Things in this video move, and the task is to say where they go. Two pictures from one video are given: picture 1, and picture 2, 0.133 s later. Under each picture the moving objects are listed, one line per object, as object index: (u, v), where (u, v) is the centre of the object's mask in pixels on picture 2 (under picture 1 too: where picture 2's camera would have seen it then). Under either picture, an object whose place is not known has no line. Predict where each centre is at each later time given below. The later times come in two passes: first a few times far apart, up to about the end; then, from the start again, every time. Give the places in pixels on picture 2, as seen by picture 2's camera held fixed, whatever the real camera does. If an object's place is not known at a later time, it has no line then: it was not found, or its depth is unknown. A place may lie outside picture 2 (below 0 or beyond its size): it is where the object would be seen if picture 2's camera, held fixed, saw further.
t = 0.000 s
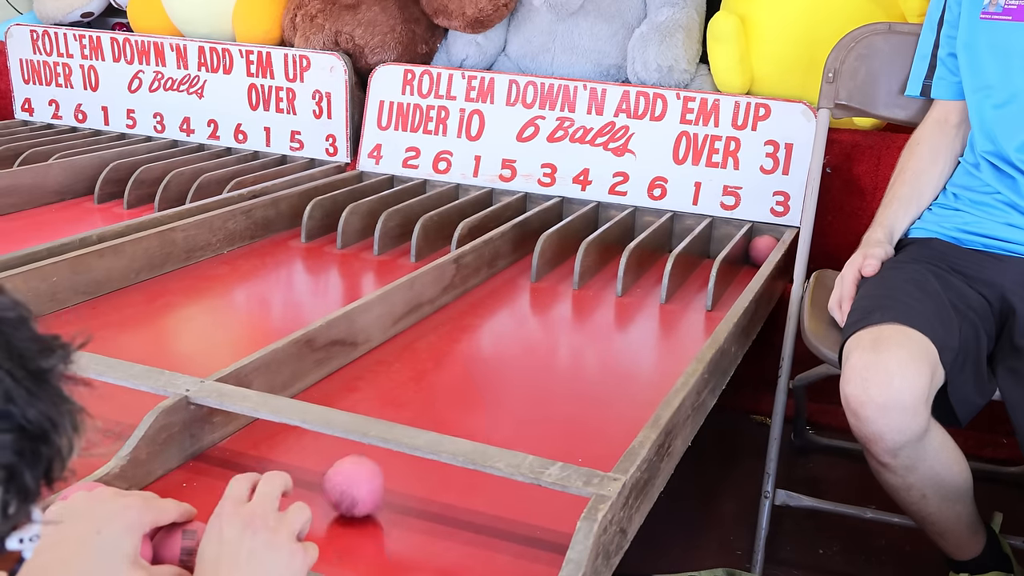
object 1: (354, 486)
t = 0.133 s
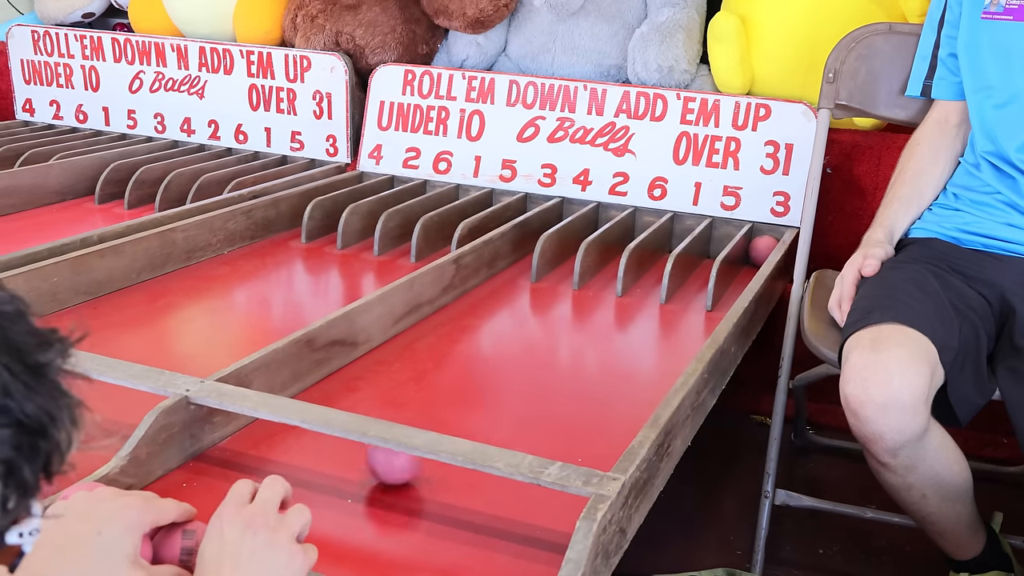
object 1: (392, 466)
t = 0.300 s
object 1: (450, 411)
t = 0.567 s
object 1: (540, 342)
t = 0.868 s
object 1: (596, 273)
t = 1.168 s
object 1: (536, 308)
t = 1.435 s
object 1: (518, 308)
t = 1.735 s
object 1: (527, 286)
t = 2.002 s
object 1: (568, 278)
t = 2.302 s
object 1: (627, 286)
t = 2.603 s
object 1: (643, 281)
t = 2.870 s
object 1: (653, 267)
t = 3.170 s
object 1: (678, 237)
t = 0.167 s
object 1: (401, 463)
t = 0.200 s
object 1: (421, 421)
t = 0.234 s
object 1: (430, 418)
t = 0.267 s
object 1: (440, 415)
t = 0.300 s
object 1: (450, 411)
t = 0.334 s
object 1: (461, 403)
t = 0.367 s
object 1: (473, 395)
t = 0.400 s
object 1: (484, 386)
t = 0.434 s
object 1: (495, 377)
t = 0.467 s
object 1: (507, 368)
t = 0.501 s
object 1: (518, 360)
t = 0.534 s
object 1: (529, 351)
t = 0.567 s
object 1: (540, 342)
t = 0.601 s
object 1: (551, 334)
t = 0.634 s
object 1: (561, 326)
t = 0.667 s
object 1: (572, 317)
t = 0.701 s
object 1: (583, 308)
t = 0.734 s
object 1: (592, 300)
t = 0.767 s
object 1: (602, 292)
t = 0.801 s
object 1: (611, 285)
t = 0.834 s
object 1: (605, 276)
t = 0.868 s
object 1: (596, 273)
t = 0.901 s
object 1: (586, 276)
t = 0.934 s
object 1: (575, 286)
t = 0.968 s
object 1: (564, 303)
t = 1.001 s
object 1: (558, 299)
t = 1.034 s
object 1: (554, 297)
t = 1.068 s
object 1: (549, 301)
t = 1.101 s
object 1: (544, 311)
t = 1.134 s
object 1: (540, 306)
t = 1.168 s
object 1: (536, 308)
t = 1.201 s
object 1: (532, 312)
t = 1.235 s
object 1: (529, 309)
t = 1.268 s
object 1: (526, 313)
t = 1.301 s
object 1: (524, 310)
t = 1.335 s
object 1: (522, 311)
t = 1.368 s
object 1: (520, 311)
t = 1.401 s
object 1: (519, 310)
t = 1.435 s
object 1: (518, 308)
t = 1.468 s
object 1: (518, 306)
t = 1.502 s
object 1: (518, 305)
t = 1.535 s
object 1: (518, 303)
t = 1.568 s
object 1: (519, 300)
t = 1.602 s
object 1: (520, 298)
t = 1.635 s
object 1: (521, 295)
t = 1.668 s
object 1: (523, 292)
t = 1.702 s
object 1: (525, 289)
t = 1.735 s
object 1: (527, 286)
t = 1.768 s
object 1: (530, 282)
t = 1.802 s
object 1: (533, 279)
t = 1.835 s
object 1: (537, 276)
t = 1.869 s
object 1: (540, 272)
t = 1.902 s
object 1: (548, 270)
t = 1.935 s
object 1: (556, 275)
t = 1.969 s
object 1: (565, 275)
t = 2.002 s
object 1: (568, 278)
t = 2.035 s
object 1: (574, 279)
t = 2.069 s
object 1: (579, 281)
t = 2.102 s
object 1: (585, 282)
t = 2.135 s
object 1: (591, 284)
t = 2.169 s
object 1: (597, 284)
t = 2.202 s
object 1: (604, 286)
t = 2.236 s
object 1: (611, 286)
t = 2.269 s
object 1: (619, 286)
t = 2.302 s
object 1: (627, 286)
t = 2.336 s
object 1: (634, 286)
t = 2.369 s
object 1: (642, 285)
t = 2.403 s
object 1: (639, 284)
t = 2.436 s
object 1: (641, 284)
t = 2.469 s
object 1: (643, 283)
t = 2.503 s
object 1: (642, 283)
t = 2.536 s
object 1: (641, 282)
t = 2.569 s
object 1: (642, 281)
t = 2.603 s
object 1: (643, 281)
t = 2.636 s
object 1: (645, 280)
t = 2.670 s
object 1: (647, 278)
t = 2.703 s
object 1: (648, 277)
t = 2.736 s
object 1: (649, 275)
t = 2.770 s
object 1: (649, 274)
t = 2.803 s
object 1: (650, 272)
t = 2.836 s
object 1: (651, 270)
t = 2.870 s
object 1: (653, 267)
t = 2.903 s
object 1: (654, 265)
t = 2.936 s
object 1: (657, 262)
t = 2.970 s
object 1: (659, 259)
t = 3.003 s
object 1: (661, 255)
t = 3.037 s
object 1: (664, 252)
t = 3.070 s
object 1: (668, 248)
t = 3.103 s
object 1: (671, 244)
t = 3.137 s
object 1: (674, 241)
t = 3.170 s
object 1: (678, 237)
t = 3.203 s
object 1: (681, 234)
